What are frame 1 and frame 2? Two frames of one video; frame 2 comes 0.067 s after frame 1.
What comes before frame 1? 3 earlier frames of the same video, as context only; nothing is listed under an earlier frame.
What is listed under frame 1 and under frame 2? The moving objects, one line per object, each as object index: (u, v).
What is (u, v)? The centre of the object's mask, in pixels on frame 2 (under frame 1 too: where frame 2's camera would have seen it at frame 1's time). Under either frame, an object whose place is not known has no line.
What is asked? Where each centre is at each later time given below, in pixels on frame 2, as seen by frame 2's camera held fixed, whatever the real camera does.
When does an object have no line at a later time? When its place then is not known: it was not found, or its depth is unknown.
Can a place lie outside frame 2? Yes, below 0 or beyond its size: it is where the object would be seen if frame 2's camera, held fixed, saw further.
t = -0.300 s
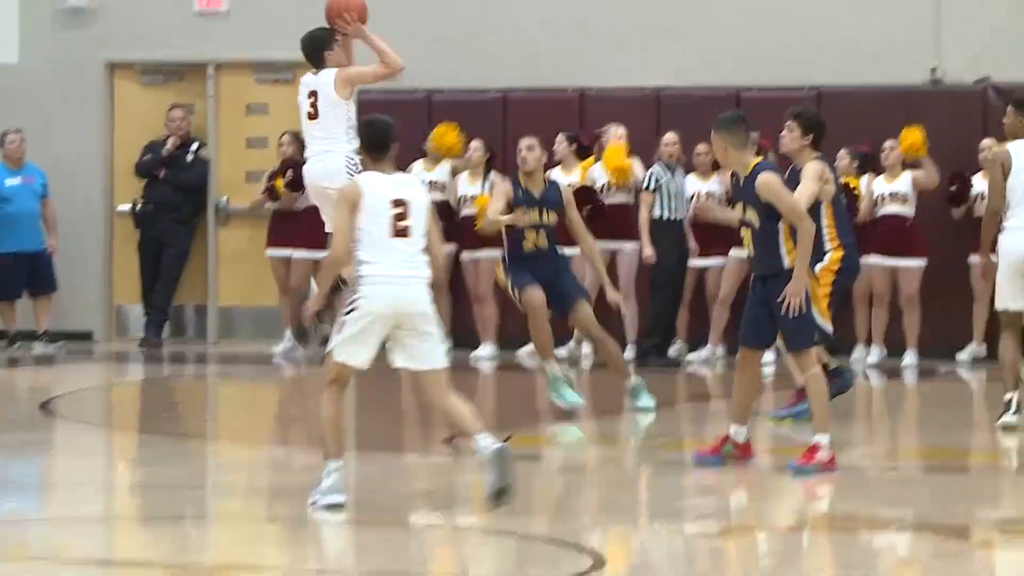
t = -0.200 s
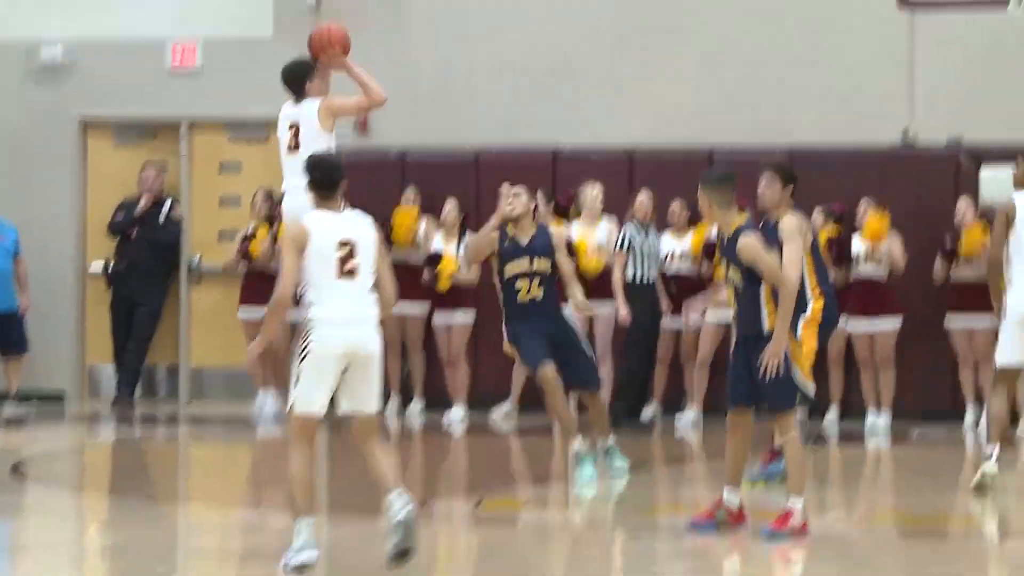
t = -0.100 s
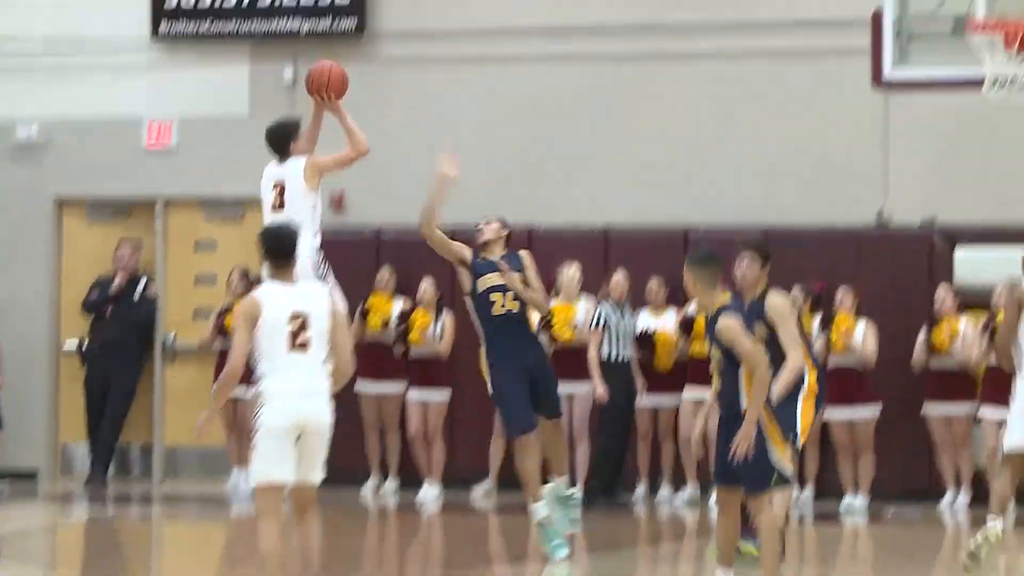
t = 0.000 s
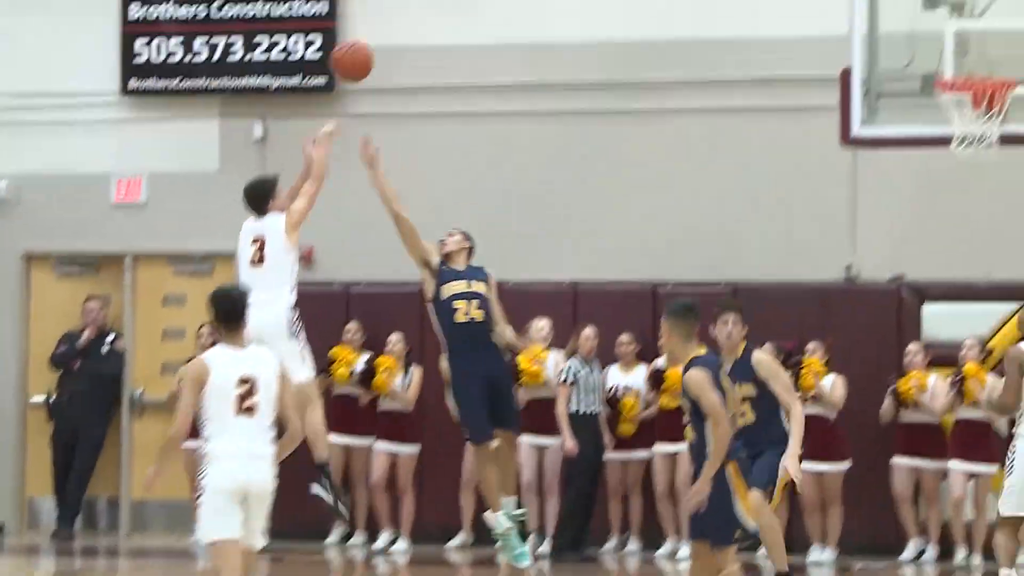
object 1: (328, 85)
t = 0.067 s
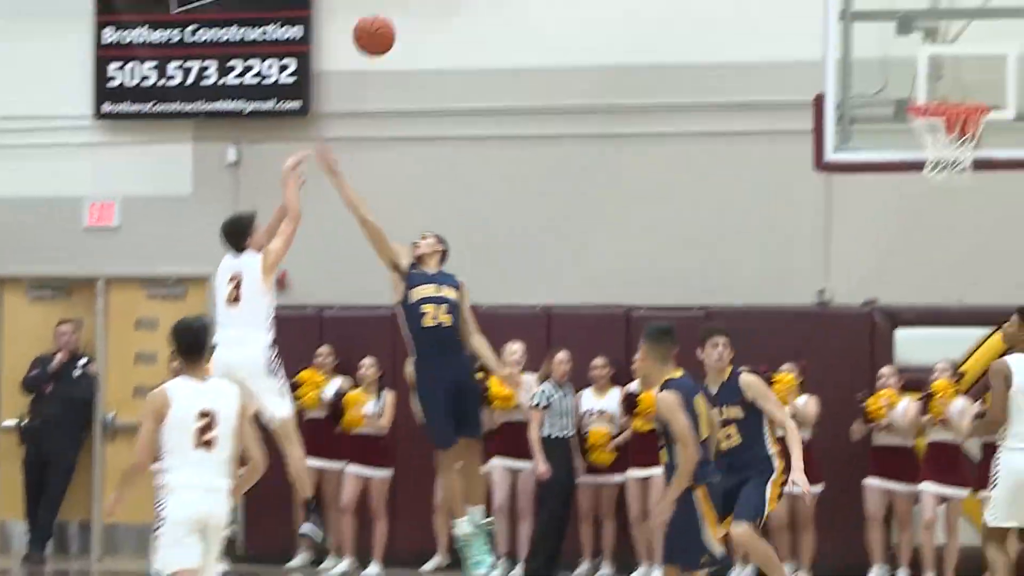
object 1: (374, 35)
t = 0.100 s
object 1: (399, 14)
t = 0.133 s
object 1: (424, -4)
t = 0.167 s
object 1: (448, -19)
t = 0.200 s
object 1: (472, -32)
